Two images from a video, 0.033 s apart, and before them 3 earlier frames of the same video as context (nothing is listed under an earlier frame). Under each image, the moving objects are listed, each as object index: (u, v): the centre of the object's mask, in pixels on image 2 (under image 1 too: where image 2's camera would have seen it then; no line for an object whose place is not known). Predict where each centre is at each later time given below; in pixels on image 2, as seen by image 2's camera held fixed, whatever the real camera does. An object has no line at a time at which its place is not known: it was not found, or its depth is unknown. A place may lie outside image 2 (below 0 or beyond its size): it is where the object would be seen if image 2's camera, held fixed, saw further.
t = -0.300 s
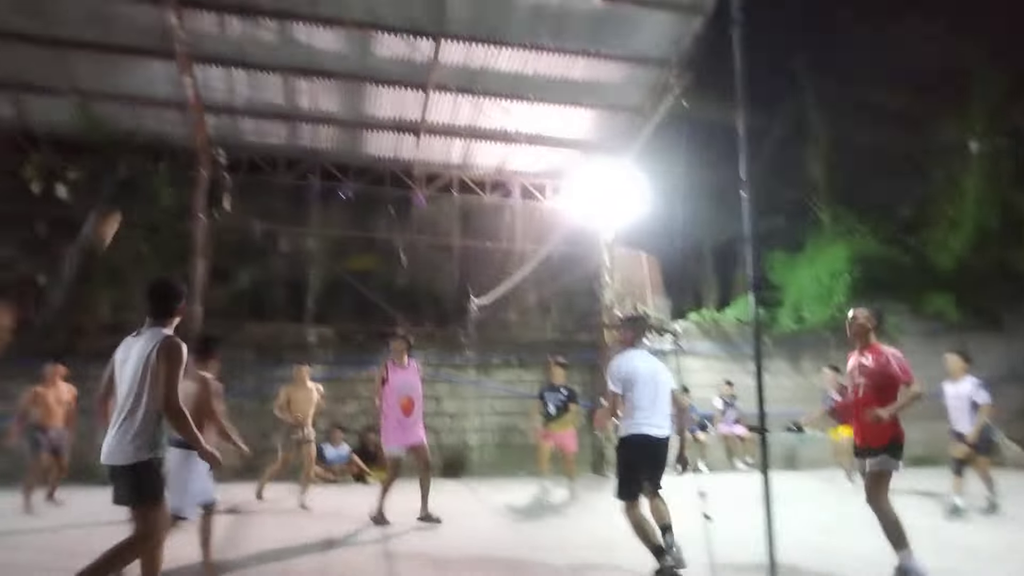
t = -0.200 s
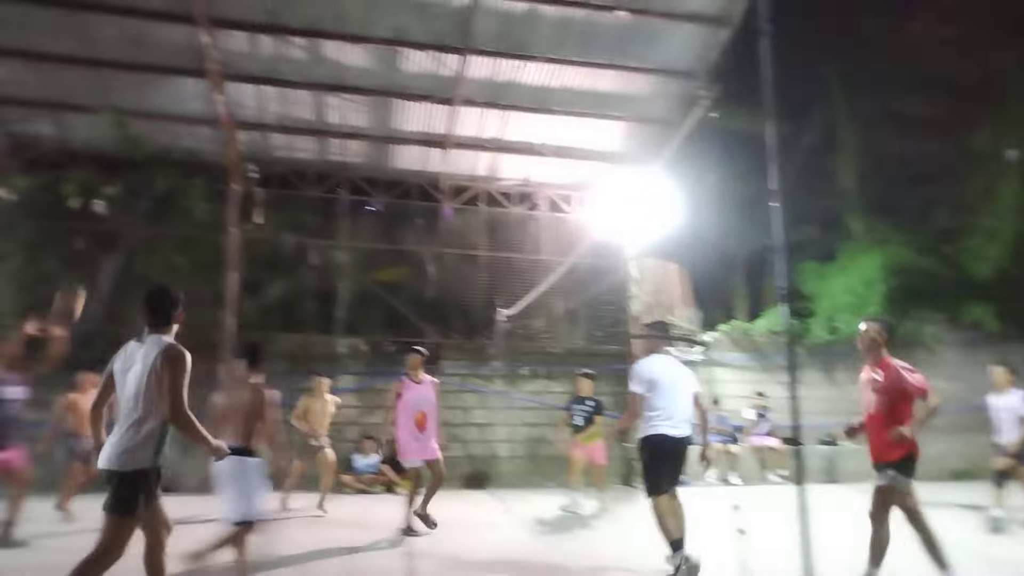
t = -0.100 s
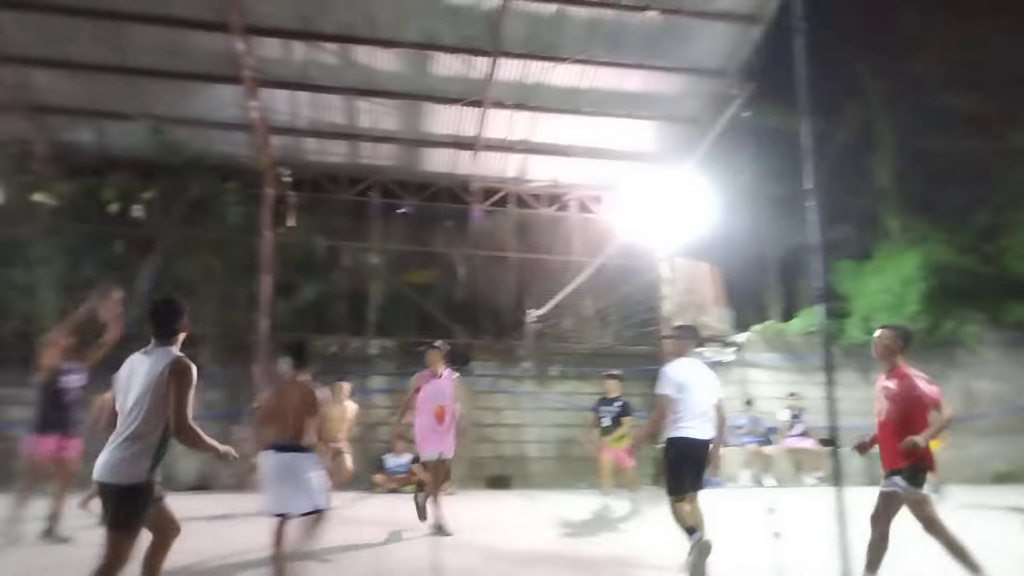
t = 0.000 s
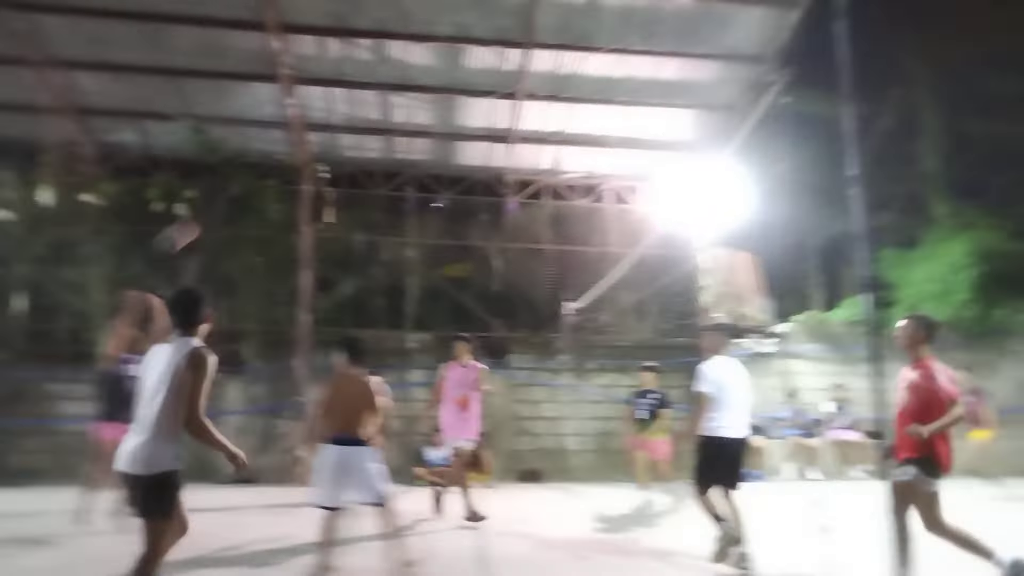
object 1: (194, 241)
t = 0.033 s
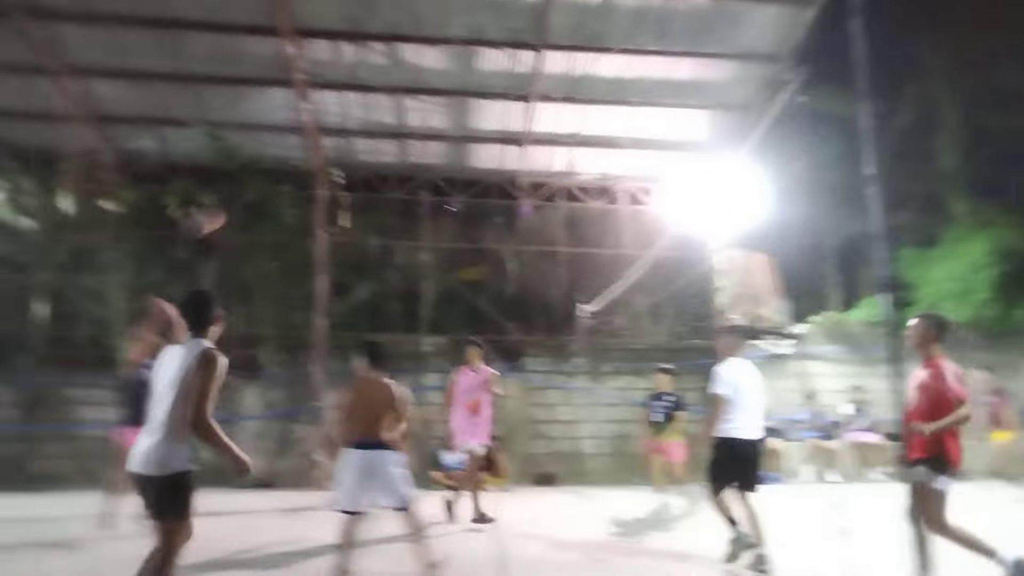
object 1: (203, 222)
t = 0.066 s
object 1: (212, 203)
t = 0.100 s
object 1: (221, 184)
